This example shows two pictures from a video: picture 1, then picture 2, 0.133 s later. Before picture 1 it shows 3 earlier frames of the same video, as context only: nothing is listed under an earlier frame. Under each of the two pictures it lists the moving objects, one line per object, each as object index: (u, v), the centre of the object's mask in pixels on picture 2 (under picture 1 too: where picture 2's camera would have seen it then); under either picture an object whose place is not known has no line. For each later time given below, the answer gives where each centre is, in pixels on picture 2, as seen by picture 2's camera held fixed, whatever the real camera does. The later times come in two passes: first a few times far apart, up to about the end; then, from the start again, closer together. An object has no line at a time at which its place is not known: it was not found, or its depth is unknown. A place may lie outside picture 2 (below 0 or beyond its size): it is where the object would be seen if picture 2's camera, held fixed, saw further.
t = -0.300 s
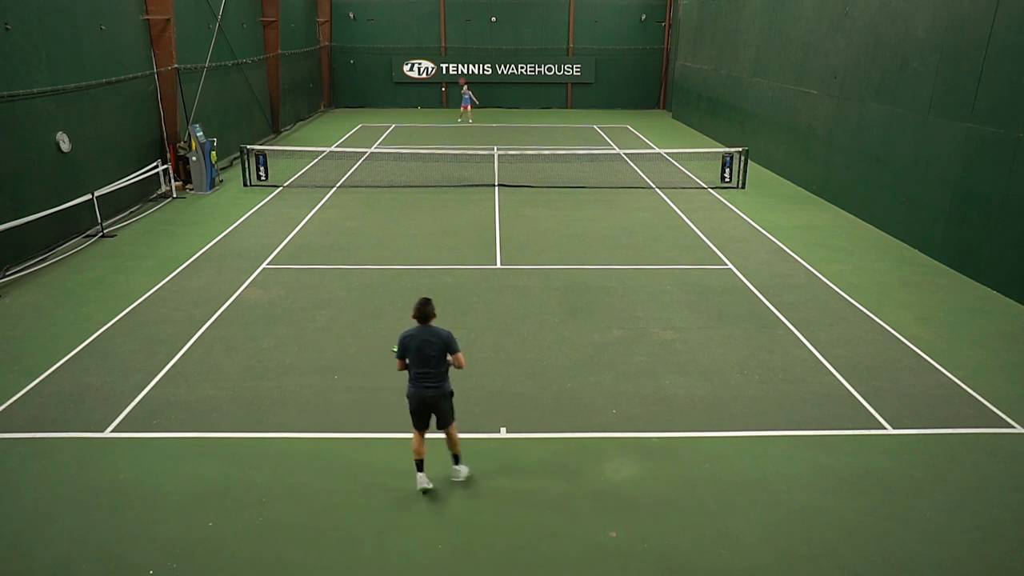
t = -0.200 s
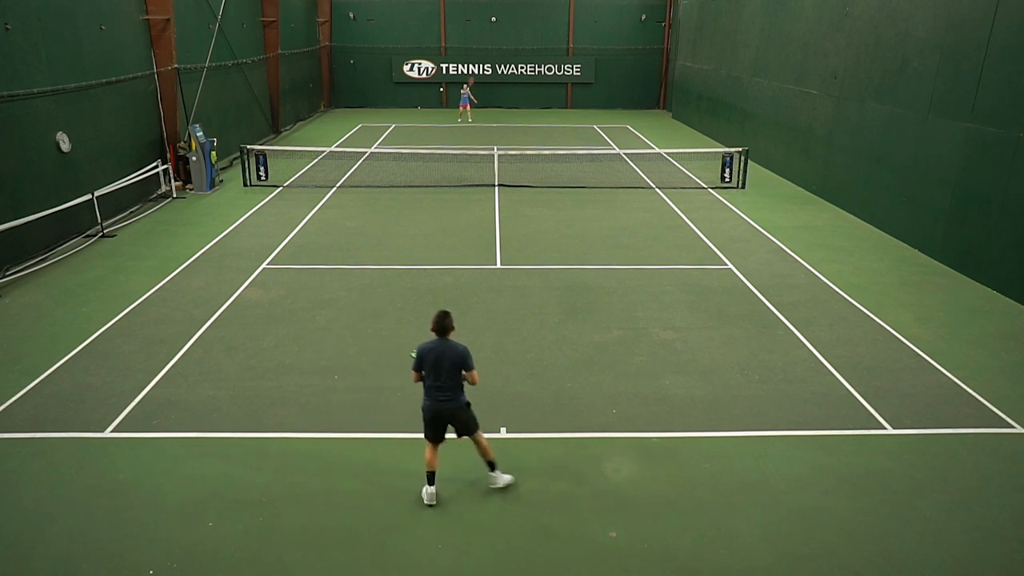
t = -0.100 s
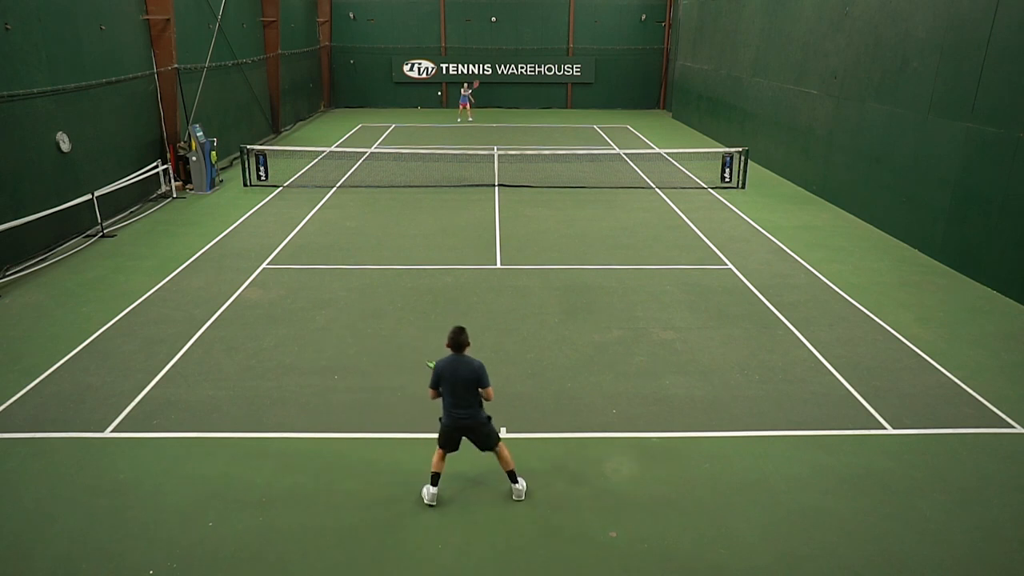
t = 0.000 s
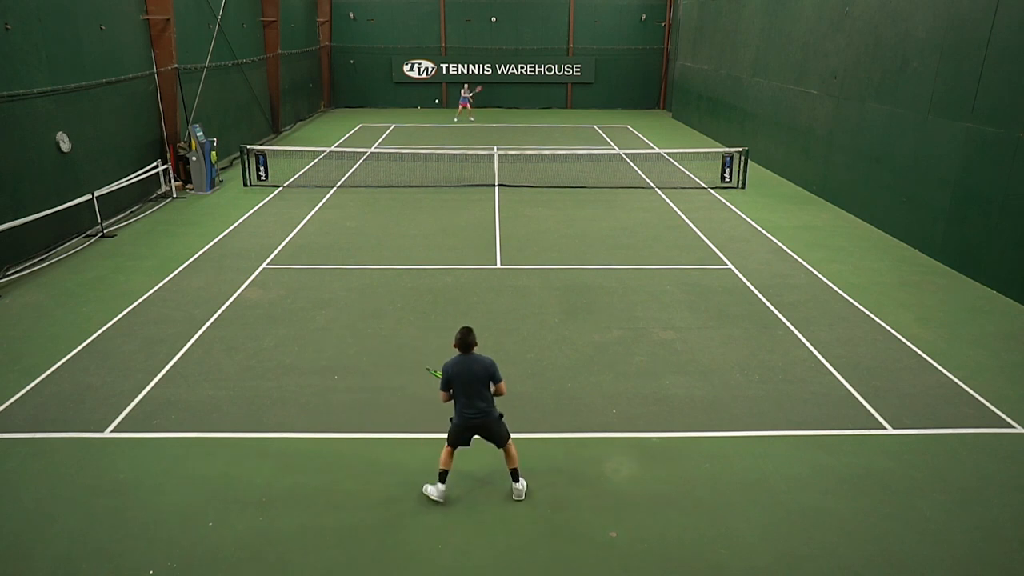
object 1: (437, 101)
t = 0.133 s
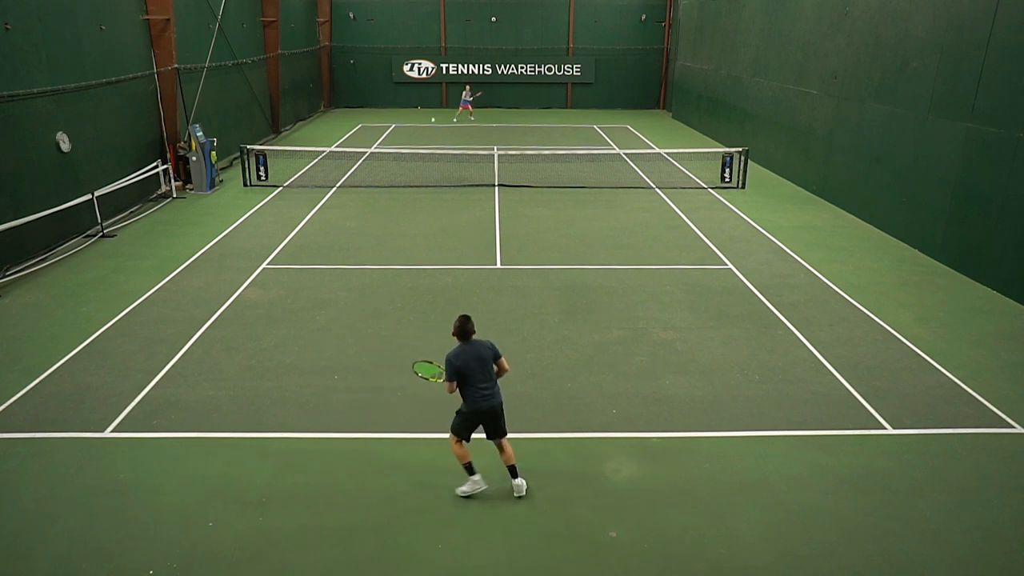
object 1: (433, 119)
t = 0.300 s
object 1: (426, 159)
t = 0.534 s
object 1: (415, 239)
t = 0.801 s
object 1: (404, 226)
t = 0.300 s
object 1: (426, 159)
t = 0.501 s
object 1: (417, 239)
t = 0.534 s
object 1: (415, 239)
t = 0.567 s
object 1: (414, 236)
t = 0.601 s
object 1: (413, 233)
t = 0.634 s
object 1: (412, 230)
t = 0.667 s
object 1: (410, 228)
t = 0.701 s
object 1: (409, 227)
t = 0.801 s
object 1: (404, 226)
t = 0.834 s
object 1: (403, 229)
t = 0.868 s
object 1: (401, 231)
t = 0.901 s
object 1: (400, 234)
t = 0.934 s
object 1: (398, 239)
